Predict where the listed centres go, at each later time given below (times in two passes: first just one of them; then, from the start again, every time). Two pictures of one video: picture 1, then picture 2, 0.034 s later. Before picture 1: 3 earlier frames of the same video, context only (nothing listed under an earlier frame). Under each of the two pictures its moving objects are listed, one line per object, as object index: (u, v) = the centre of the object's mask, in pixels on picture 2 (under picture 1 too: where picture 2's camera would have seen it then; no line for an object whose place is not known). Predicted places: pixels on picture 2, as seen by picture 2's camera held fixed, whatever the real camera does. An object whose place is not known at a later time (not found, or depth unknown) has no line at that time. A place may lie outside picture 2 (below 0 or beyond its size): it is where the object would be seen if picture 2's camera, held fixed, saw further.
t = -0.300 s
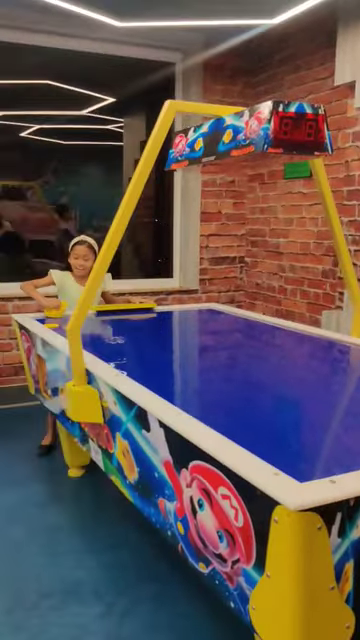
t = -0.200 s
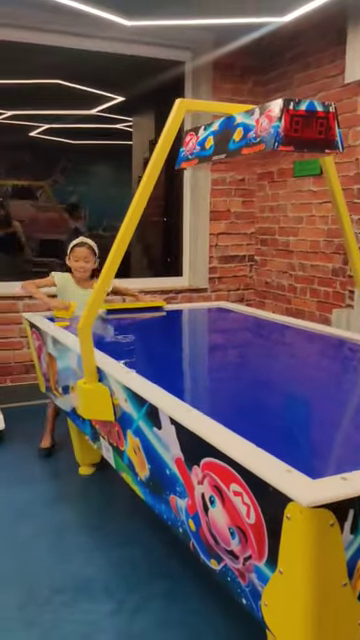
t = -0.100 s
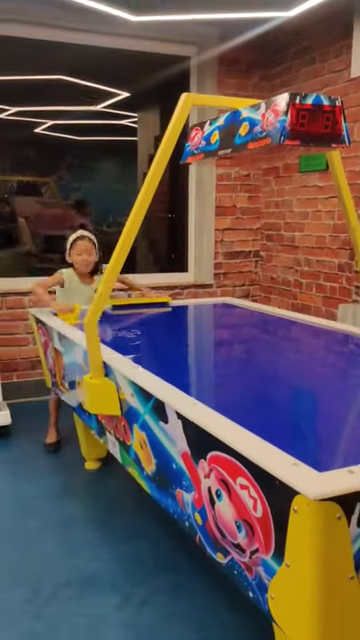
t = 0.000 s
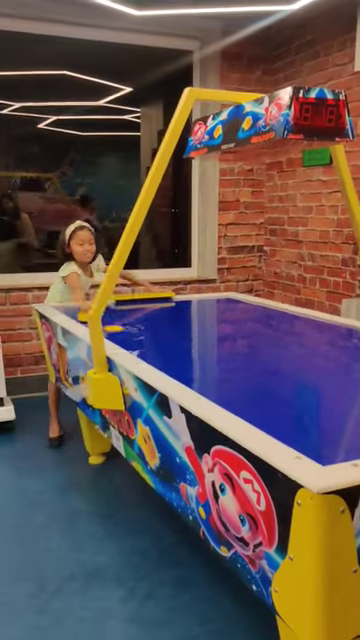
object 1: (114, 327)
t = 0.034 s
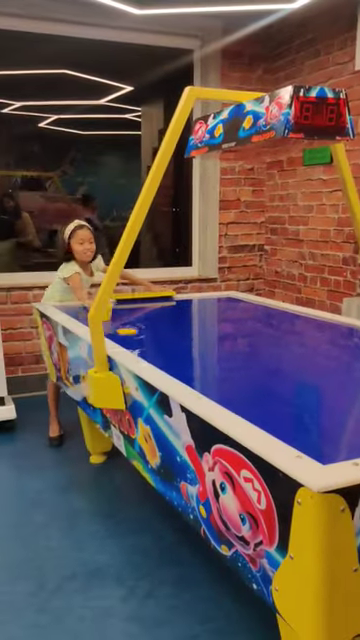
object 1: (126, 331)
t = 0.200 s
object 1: (195, 353)
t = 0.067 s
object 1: (140, 335)
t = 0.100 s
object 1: (153, 340)
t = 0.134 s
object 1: (167, 344)
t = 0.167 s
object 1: (181, 349)
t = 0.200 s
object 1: (195, 353)
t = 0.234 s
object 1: (210, 358)
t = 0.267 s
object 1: (226, 363)
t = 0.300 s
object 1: (242, 368)
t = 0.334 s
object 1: (258, 373)
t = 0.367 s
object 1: (275, 379)
